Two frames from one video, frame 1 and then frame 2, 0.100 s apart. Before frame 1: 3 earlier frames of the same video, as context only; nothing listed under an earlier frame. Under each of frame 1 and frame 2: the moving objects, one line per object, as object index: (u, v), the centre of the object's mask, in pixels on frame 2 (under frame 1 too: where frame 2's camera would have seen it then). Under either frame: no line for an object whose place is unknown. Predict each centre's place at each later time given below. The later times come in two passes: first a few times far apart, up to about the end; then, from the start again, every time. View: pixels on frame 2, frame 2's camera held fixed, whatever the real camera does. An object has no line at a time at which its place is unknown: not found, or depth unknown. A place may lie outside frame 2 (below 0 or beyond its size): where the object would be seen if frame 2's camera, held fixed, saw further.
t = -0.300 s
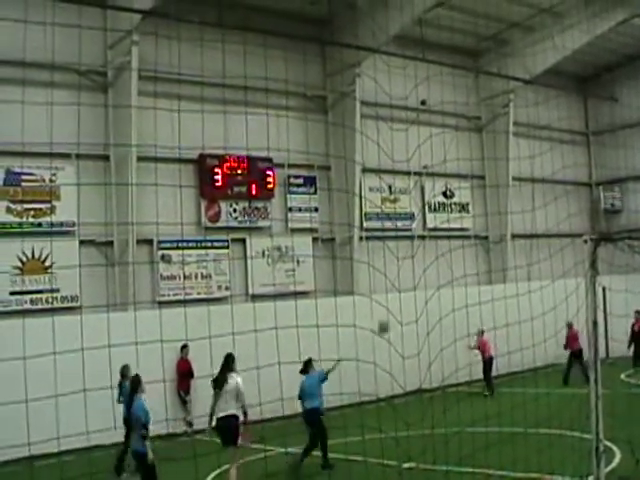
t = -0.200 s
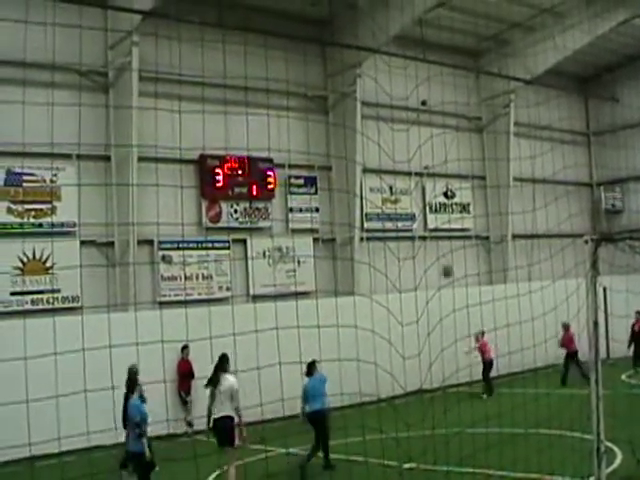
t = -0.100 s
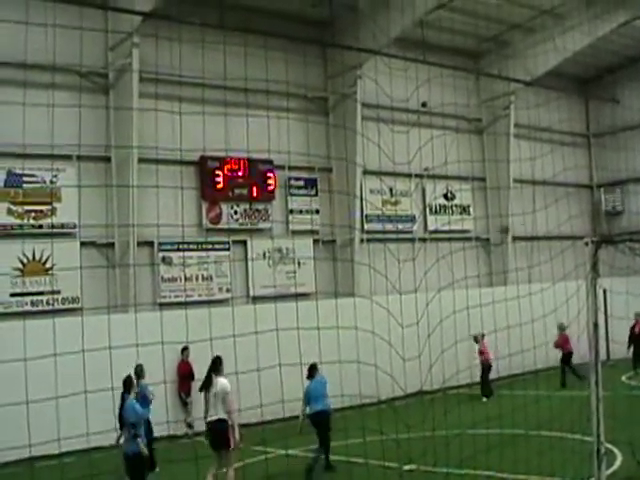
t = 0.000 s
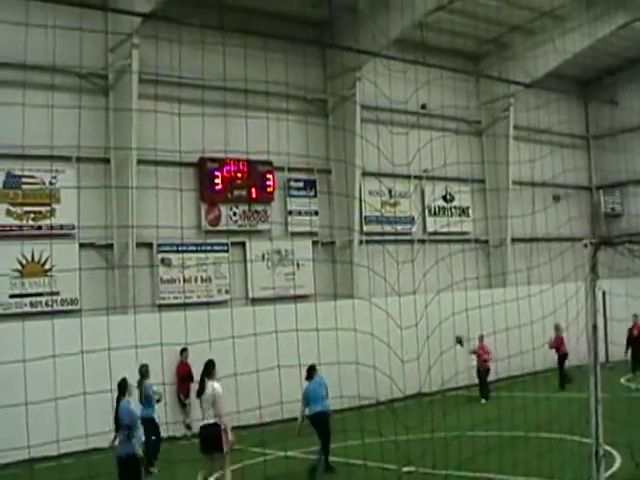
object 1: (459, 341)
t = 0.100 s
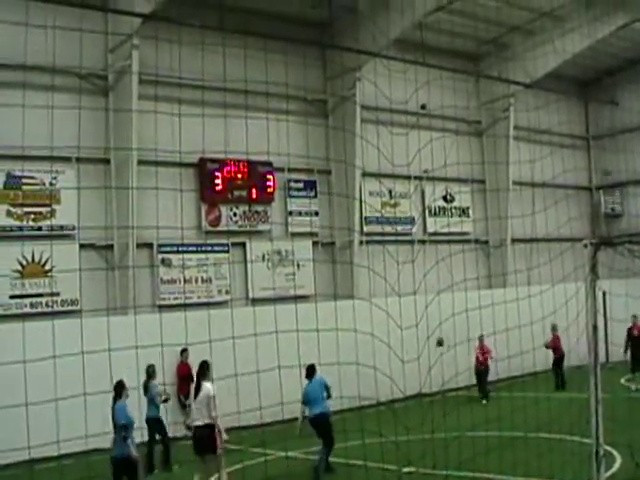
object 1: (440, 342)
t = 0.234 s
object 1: (410, 352)
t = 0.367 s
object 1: (377, 373)
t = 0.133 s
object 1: (432, 344)
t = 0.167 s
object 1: (426, 346)
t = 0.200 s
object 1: (418, 349)
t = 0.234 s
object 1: (410, 352)
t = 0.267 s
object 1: (402, 356)
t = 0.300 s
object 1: (394, 361)
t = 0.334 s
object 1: (386, 366)
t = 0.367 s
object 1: (377, 373)
